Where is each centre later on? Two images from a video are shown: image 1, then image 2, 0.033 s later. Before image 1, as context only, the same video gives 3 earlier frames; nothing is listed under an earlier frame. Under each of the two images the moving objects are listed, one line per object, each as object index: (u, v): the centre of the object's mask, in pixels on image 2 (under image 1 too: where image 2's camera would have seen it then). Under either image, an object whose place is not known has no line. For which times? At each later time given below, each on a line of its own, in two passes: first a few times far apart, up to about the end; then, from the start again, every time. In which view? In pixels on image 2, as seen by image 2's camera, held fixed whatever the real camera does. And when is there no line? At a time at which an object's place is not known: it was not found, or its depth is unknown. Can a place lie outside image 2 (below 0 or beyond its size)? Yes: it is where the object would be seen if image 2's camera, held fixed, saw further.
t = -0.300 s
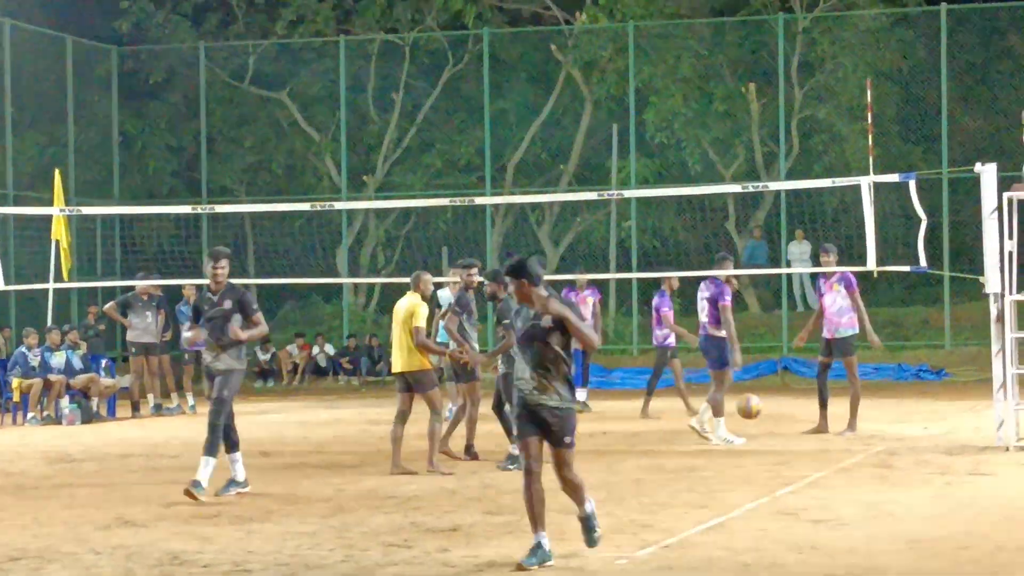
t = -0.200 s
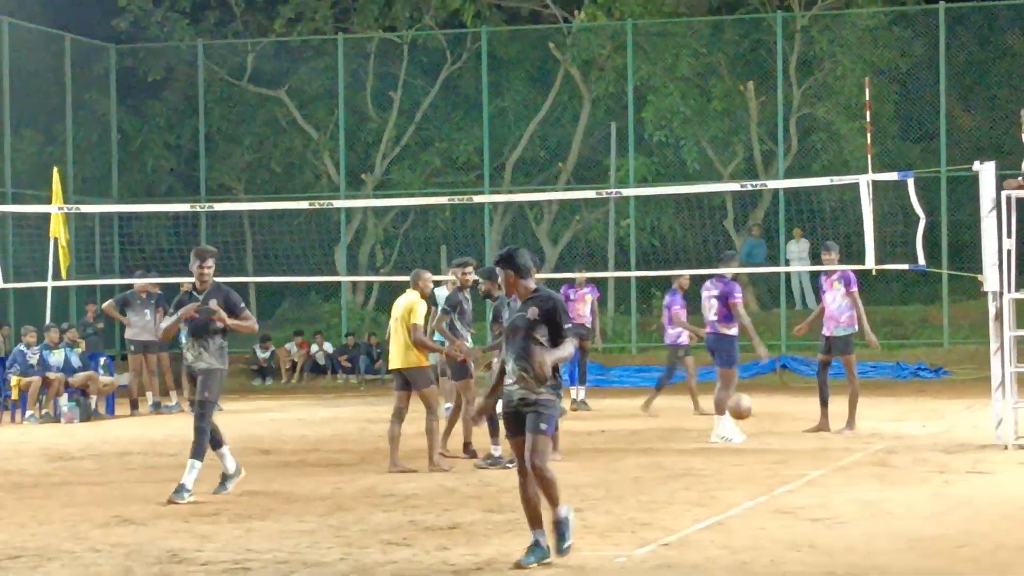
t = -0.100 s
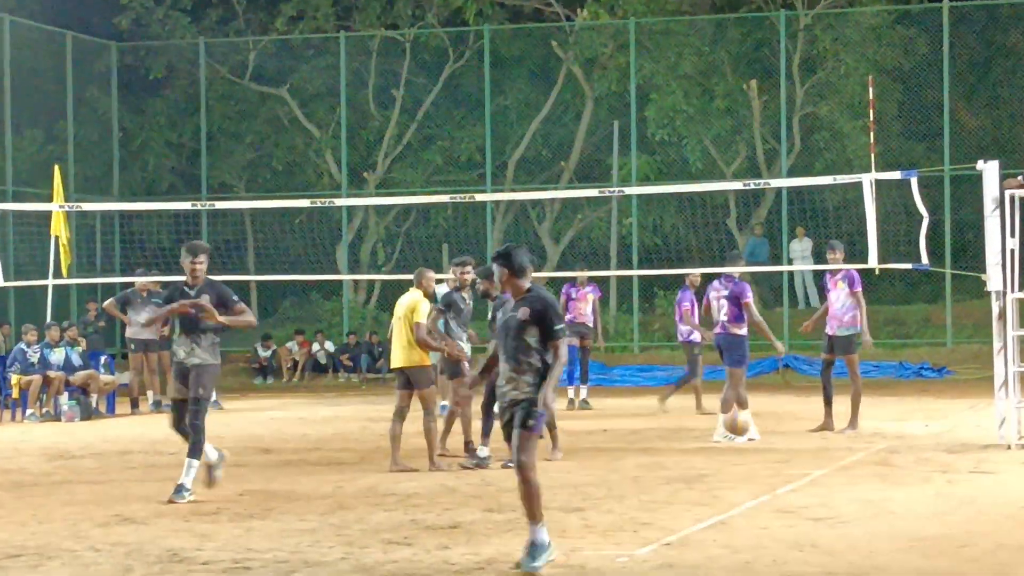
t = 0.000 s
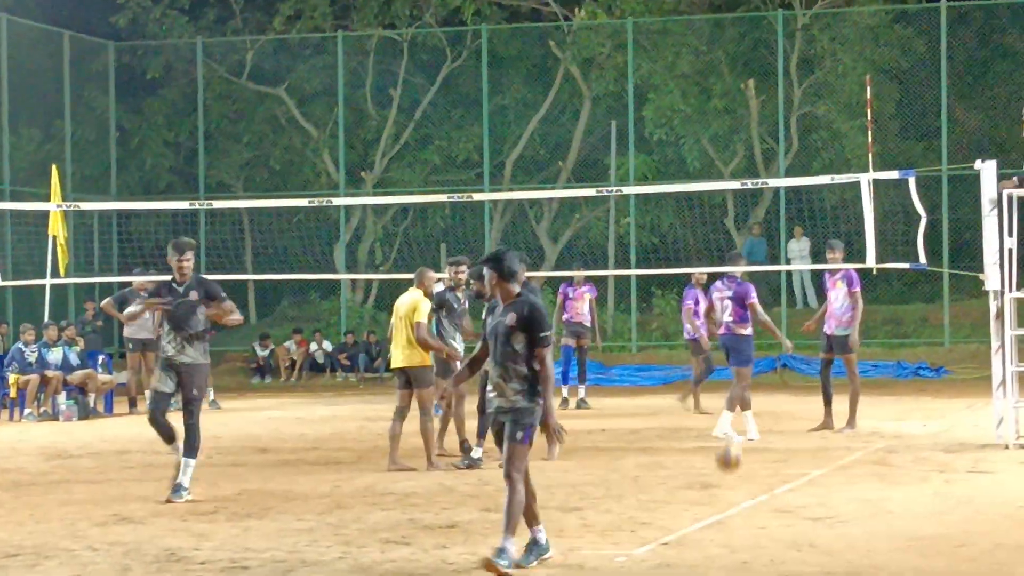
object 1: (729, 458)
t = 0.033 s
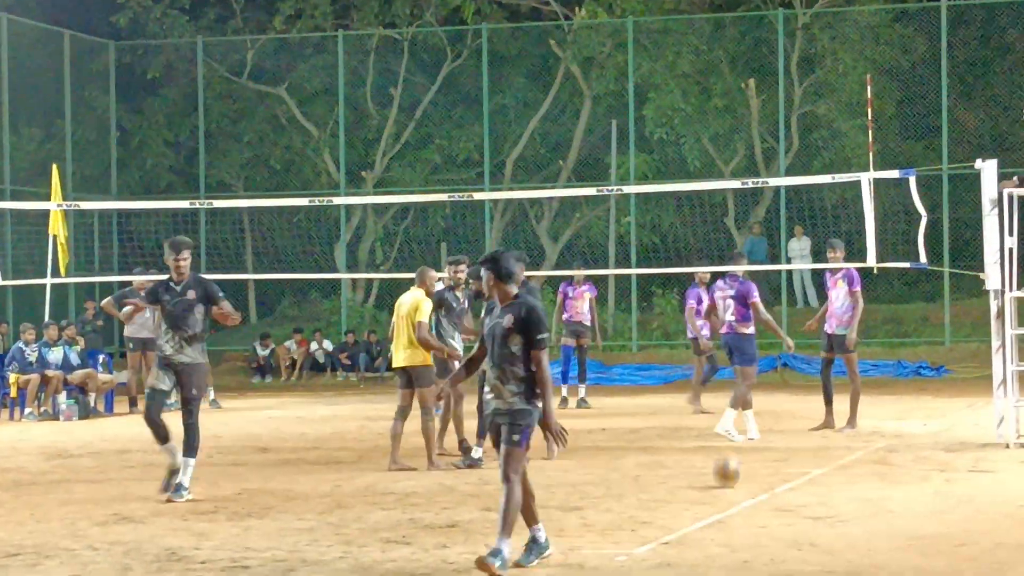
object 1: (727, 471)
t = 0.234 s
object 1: (713, 446)
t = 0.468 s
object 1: (695, 487)
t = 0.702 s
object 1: (680, 486)
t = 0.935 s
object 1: (663, 545)
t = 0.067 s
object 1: (725, 470)
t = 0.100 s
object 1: (723, 462)
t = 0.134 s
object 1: (720, 456)
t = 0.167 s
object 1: (718, 450)
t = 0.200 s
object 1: (716, 447)
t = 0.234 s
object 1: (713, 446)
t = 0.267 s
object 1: (711, 445)
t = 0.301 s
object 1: (708, 447)
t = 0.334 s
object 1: (706, 451)
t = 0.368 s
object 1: (703, 457)
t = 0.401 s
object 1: (700, 465)
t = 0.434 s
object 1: (698, 474)
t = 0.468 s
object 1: (695, 487)
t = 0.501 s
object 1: (693, 499)
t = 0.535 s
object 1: (690, 504)
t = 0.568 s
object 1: (688, 498)
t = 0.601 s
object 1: (687, 491)
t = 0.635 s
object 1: (685, 488)
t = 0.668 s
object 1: (682, 485)
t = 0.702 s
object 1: (680, 486)
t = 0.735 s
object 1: (678, 487)
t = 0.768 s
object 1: (675, 491)
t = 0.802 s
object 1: (674, 498)
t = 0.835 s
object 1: (670, 506)
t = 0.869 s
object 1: (668, 517)
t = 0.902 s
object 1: (665, 530)
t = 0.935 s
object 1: (663, 545)
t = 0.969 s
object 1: (660, 539)
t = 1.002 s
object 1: (658, 534)
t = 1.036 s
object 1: (655, 533)
